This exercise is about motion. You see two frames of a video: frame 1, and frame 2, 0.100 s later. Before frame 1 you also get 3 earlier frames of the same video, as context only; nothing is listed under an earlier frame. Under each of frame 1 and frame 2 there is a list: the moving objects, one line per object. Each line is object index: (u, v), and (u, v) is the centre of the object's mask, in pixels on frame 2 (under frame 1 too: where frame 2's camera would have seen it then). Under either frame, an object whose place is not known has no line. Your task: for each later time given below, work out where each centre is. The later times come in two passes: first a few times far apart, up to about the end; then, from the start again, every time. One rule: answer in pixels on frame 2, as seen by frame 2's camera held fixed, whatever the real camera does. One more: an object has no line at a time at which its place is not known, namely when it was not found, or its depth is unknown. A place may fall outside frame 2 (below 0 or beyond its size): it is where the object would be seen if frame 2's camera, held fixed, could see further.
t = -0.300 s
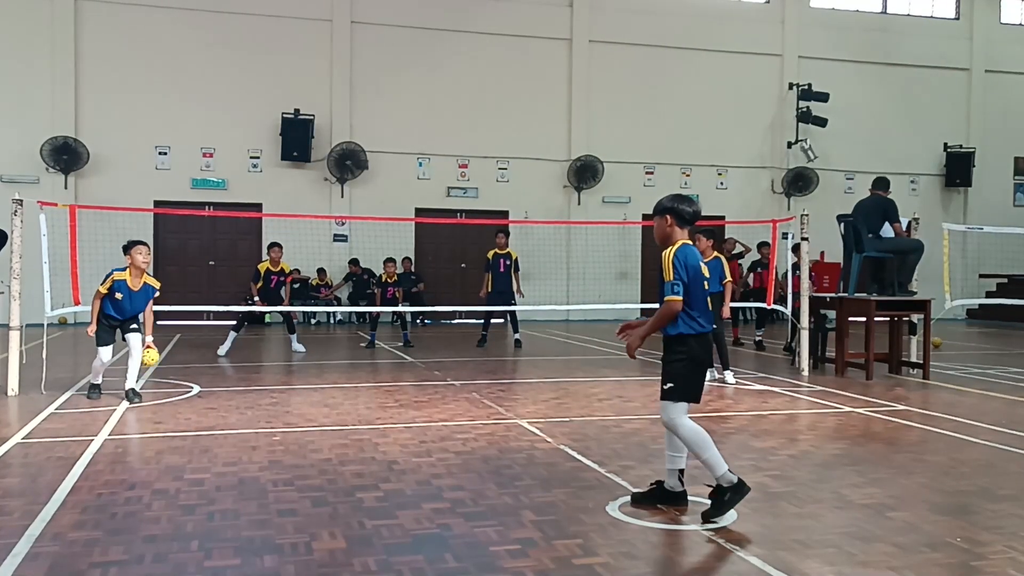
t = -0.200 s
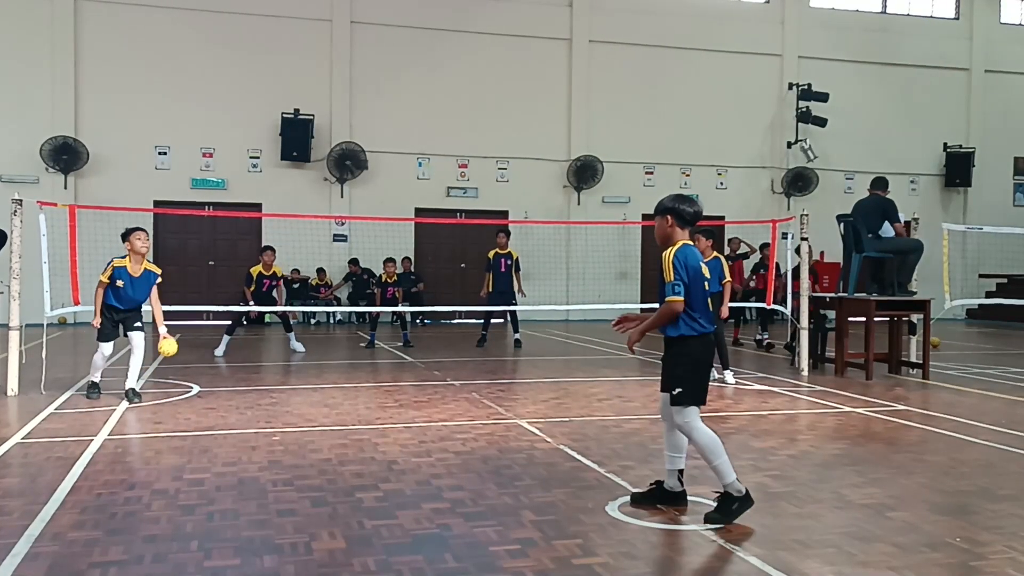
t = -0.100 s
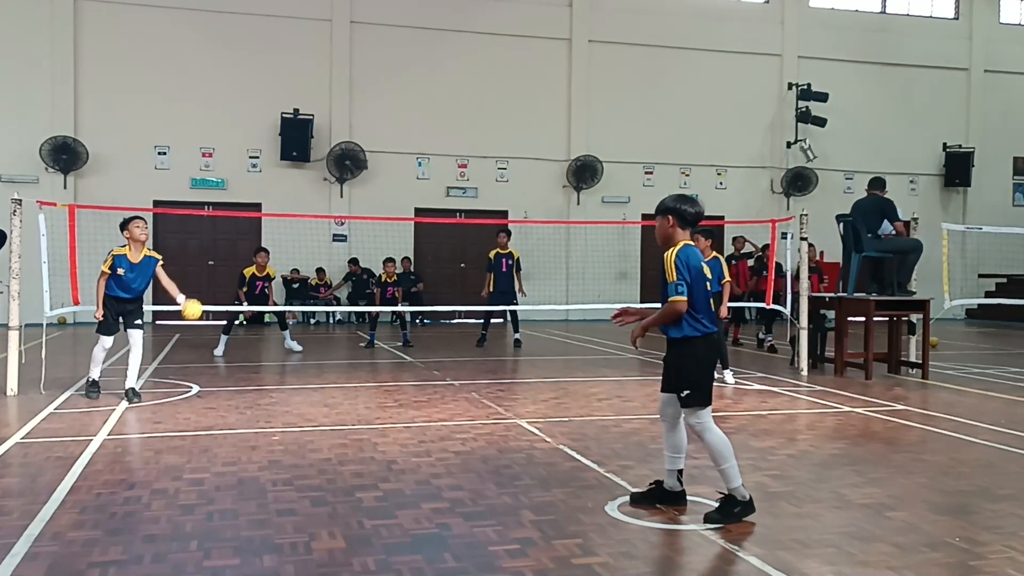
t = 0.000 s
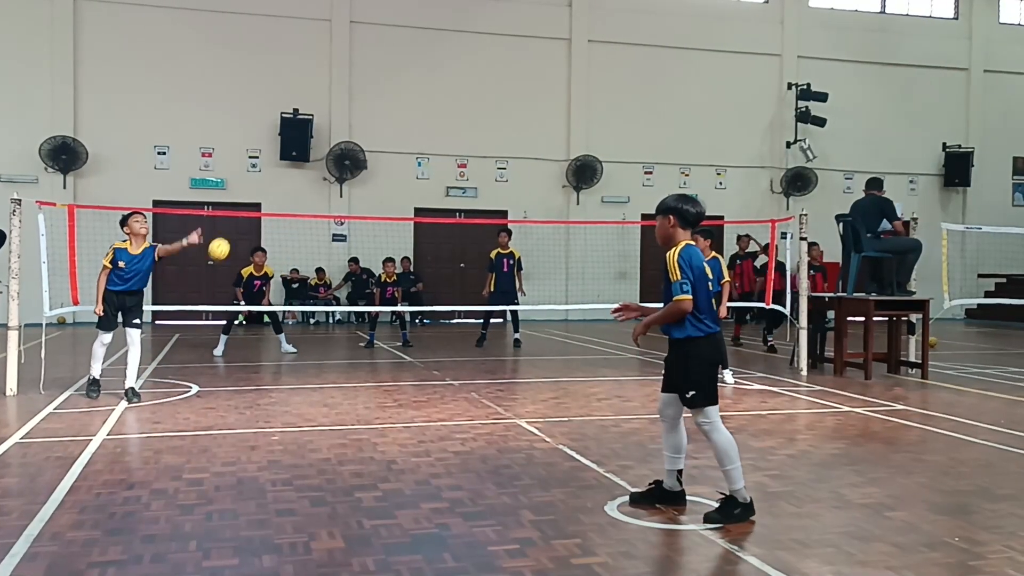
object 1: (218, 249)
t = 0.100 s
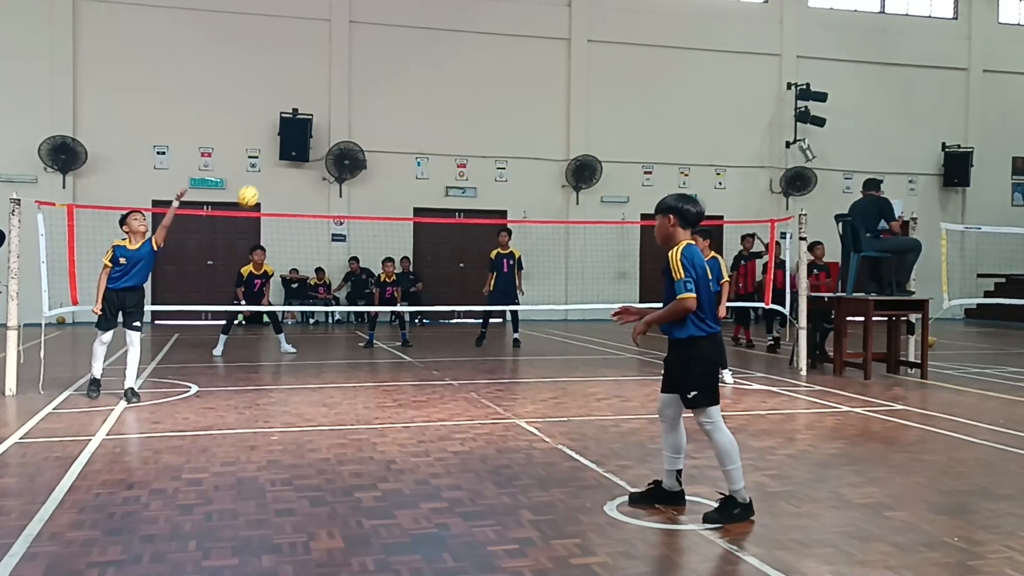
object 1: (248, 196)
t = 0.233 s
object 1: (291, 144)
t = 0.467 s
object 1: (379, 112)
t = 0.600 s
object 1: (440, 139)
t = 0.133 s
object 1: (258, 181)
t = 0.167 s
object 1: (269, 167)
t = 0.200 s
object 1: (280, 155)
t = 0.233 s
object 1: (291, 144)
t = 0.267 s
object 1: (302, 134)
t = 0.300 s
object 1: (314, 127)
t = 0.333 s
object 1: (326, 120)
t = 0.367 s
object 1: (339, 115)
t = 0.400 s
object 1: (352, 112)
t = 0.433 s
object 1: (365, 111)
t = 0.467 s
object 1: (379, 112)
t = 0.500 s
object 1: (394, 115)
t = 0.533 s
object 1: (408, 120)
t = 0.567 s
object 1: (424, 129)
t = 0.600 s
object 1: (440, 139)
